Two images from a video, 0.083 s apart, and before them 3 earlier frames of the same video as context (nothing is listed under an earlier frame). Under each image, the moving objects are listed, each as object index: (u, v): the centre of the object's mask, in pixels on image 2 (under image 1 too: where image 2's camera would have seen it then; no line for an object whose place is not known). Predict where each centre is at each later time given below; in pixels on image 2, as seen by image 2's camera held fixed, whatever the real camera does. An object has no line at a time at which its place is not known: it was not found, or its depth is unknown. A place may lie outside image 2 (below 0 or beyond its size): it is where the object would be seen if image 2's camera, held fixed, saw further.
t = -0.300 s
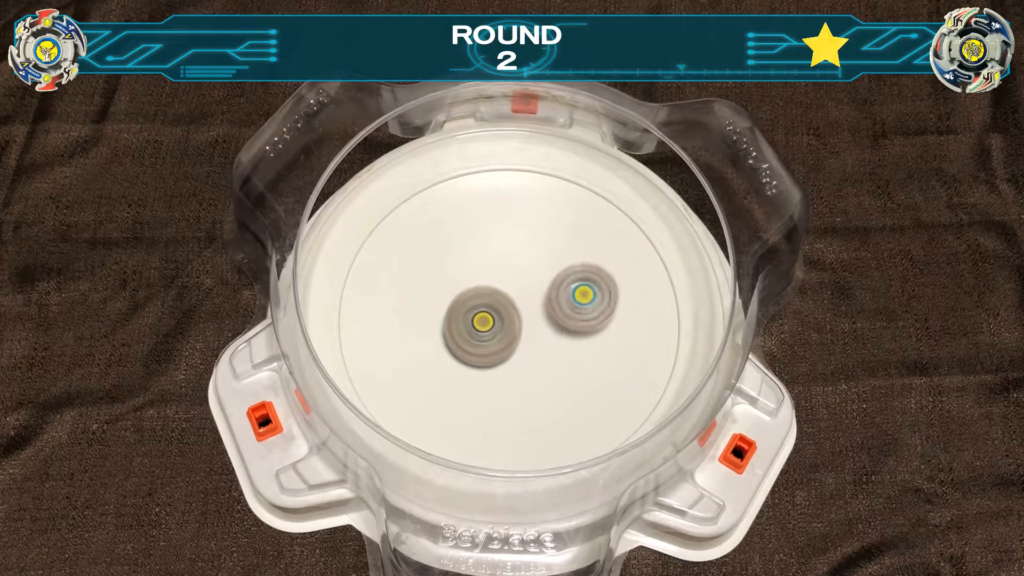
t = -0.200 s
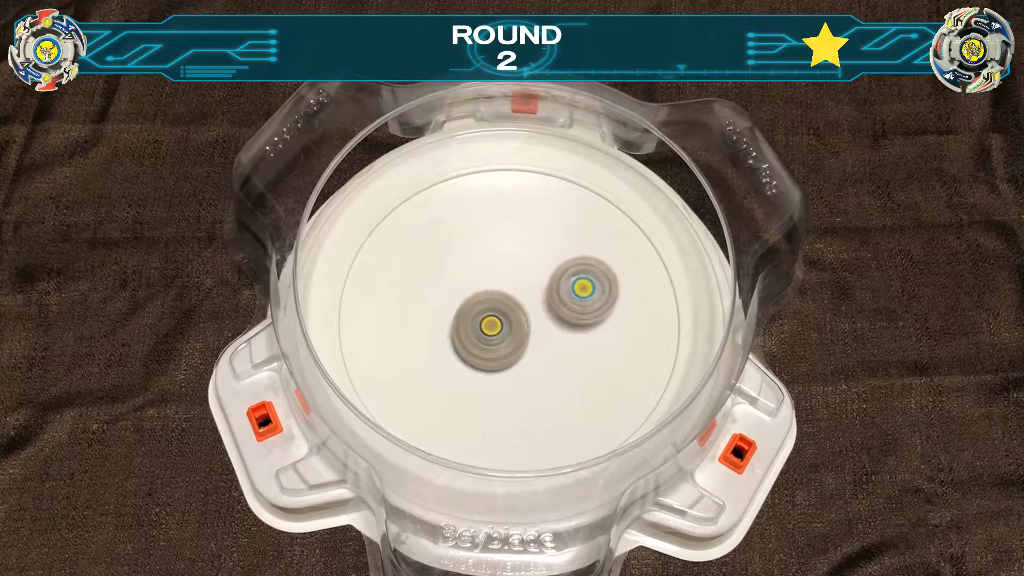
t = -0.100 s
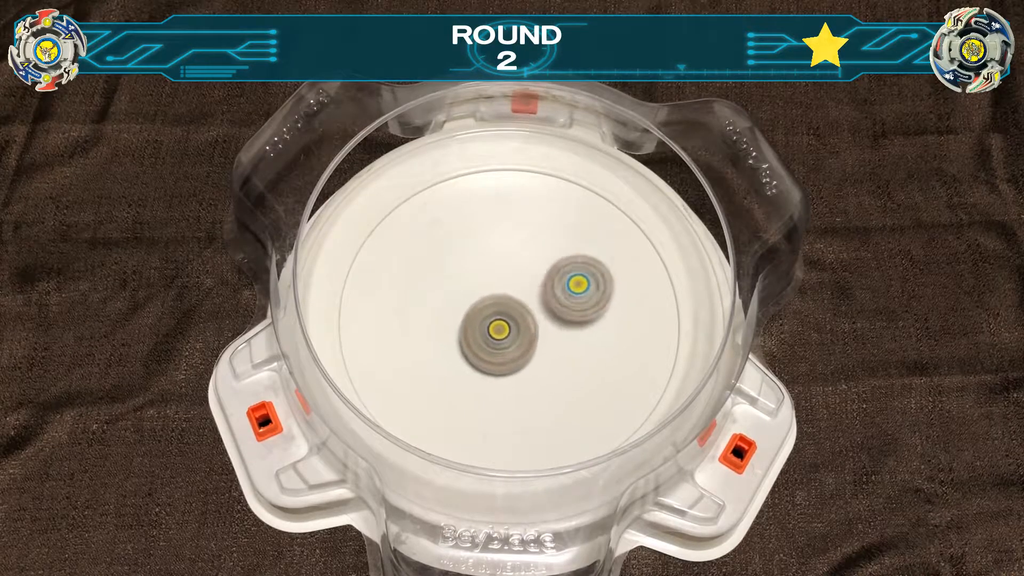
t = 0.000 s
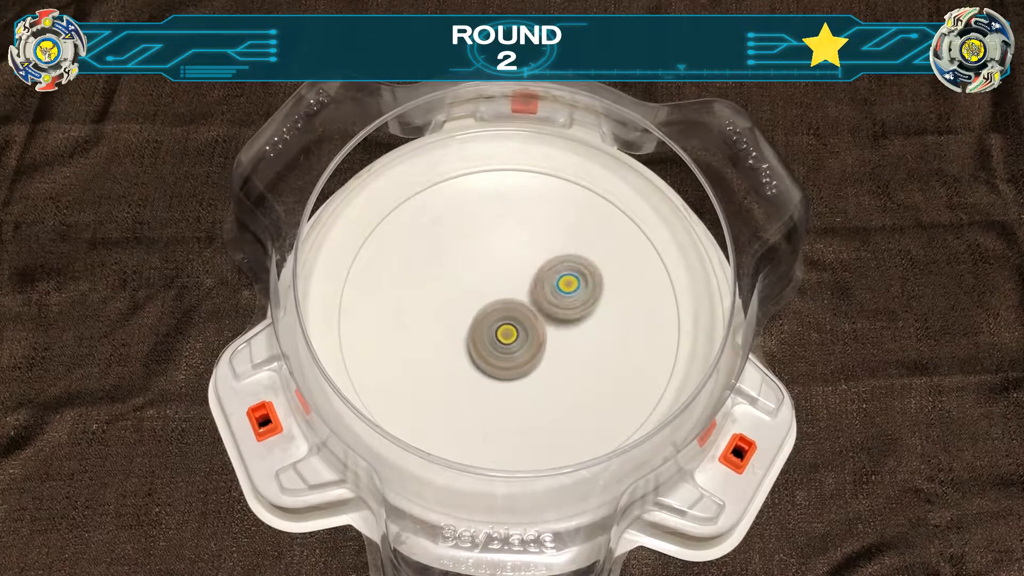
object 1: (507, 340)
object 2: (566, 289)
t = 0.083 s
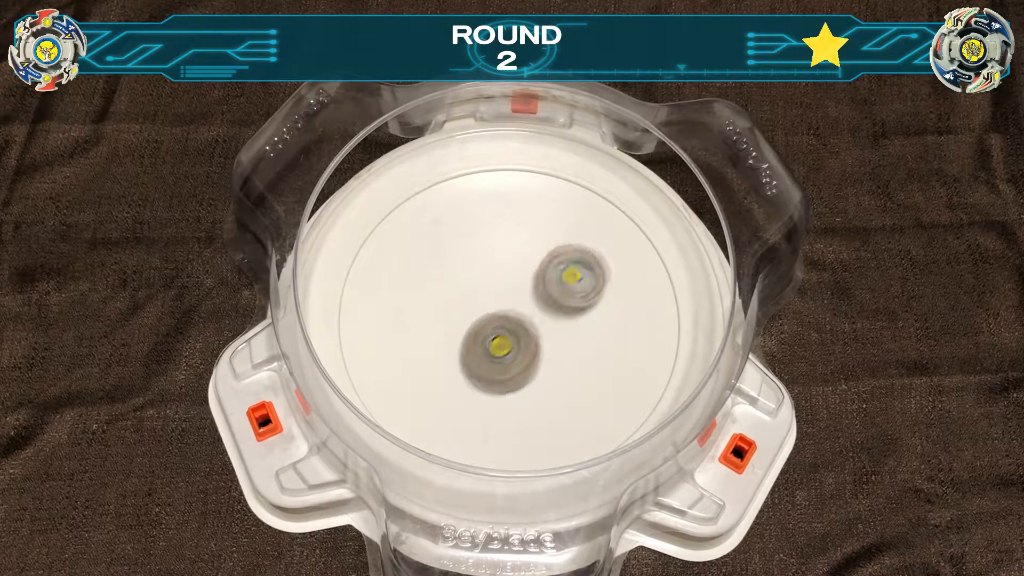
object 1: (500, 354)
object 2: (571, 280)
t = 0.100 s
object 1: (495, 359)
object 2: (576, 275)
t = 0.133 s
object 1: (488, 367)
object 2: (583, 267)
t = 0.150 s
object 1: (487, 370)
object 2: (585, 264)
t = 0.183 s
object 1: (487, 374)
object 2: (586, 261)
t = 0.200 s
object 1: (487, 376)
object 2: (585, 259)
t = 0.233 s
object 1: (488, 379)
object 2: (583, 257)
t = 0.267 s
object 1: (490, 382)
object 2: (581, 254)
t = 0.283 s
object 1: (490, 383)
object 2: (580, 253)
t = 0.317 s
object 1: (491, 385)
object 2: (578, 250)
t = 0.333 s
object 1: (492, 387)
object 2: (577, 250)
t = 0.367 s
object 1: (492, 389)
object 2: (574, 249)
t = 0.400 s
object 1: (493, 391)
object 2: (570, 249)
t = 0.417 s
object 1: (494, 392)
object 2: (567, 249)
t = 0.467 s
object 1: (495, 394)
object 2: (561, 251)
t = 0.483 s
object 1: (495, 394)
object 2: (559, 252)
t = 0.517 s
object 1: (496, 395)
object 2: (554, 254)
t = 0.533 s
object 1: (496, 395)
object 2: (552, 255)
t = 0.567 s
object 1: (497, 395)
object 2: (547, 258)
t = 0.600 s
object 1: (498, 395)
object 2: (543, 261)
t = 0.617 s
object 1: (498, 395)
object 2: (540, 262)
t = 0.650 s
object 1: (499, 394)
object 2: (536, 265)
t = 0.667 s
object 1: (499, 394)
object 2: (534, 266)
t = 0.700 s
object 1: (499, 392)
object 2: (530, 269)
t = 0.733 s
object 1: (500, 391)
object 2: (526, 271)
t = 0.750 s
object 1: (501, 390)
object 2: (524, 272)
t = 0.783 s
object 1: (501, 388)
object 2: (520, 274)
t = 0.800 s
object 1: (502, 387)
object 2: (517, 276)
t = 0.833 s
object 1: (503, 384)
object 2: (515, 278)
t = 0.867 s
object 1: (504, 382)
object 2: (511, 280)
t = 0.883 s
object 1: (504, 381)
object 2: (509, 281)
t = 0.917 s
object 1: (505, 378)
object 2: (505, 283)
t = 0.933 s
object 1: (506, 377)
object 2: (503, 284)
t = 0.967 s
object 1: (507, 374)
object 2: (499, 286)
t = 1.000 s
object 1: (508, 371)
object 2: (496, 287)
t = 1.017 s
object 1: (509, 370)
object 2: (493, 287)
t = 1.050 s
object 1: (510, 367)
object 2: (490, 289)
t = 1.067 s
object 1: (511, 365)
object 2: (488, 289)
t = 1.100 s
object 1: (513, 362)
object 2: (485, 291)
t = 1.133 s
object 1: (514, 359)
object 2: (481, 291)
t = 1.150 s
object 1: (515, 357)
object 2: (479, 292)
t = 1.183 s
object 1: (517, 353)
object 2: (475, 292)
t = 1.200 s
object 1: (520, 356)
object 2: (471, 288)
